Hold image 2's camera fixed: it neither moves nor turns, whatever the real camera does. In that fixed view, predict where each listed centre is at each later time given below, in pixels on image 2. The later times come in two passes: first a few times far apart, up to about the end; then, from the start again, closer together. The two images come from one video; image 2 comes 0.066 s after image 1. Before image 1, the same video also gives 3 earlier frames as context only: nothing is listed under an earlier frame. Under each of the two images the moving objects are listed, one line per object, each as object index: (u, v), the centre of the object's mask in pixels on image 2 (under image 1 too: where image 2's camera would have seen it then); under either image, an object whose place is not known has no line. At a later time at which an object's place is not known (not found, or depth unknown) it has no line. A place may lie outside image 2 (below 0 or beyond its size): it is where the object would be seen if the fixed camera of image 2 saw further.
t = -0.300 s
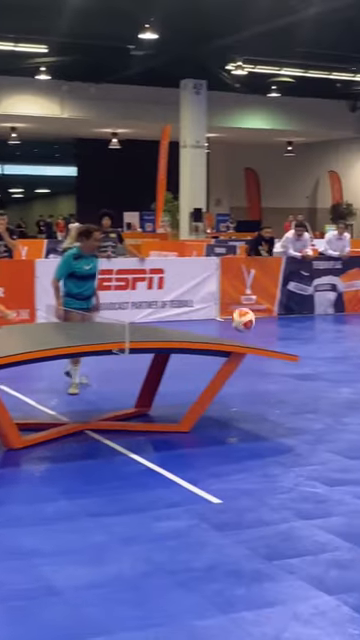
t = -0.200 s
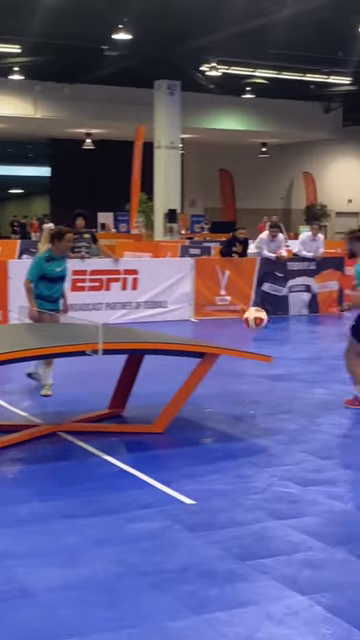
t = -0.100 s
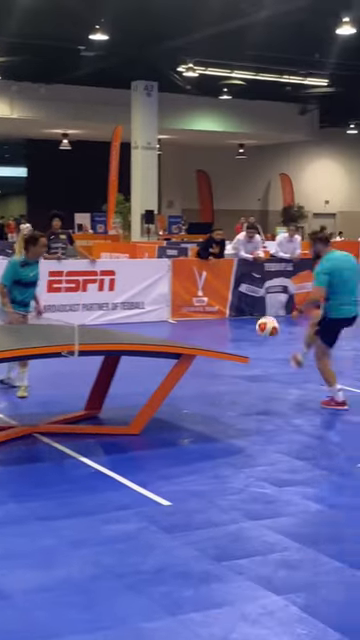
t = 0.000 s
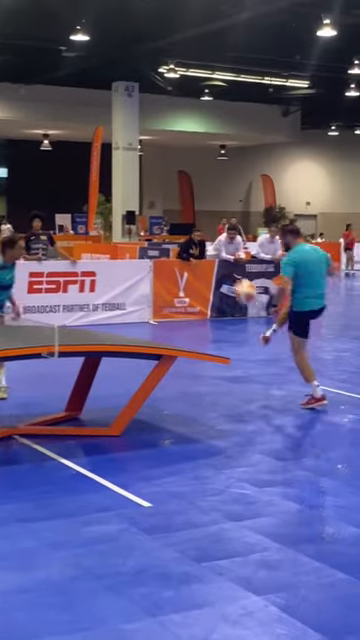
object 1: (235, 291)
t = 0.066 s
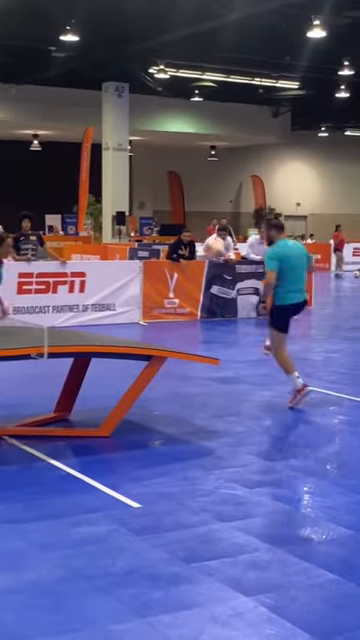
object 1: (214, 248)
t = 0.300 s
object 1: (145, 137)
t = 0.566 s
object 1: (73, 83)
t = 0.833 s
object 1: (8, 109)
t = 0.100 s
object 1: (203, 227)
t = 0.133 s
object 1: (194, 210)
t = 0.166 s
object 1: (185, 193)
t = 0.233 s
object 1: (165, 162)
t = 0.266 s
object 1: (154, 148)
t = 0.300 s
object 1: (145, 137)
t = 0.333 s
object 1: (130, 119)
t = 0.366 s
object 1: (126, 114)
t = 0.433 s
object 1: (105, 95)
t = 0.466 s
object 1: (96, 91)
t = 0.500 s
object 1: (88, 89)
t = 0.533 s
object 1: (79, 86)
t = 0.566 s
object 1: (73, 83)
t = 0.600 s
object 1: (64, 82)
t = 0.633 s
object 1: (54, 83)
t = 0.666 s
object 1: (46, 85)
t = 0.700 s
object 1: (39, 88)
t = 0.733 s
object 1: (31, 92)
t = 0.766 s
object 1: (23, 97)
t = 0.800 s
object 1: (15, 102)
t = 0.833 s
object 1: (8, 109)
